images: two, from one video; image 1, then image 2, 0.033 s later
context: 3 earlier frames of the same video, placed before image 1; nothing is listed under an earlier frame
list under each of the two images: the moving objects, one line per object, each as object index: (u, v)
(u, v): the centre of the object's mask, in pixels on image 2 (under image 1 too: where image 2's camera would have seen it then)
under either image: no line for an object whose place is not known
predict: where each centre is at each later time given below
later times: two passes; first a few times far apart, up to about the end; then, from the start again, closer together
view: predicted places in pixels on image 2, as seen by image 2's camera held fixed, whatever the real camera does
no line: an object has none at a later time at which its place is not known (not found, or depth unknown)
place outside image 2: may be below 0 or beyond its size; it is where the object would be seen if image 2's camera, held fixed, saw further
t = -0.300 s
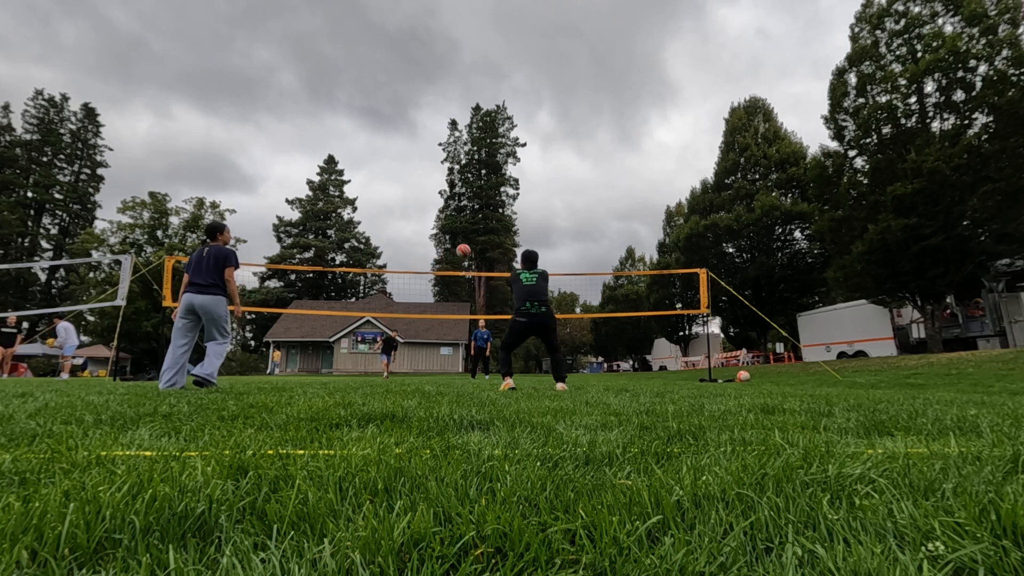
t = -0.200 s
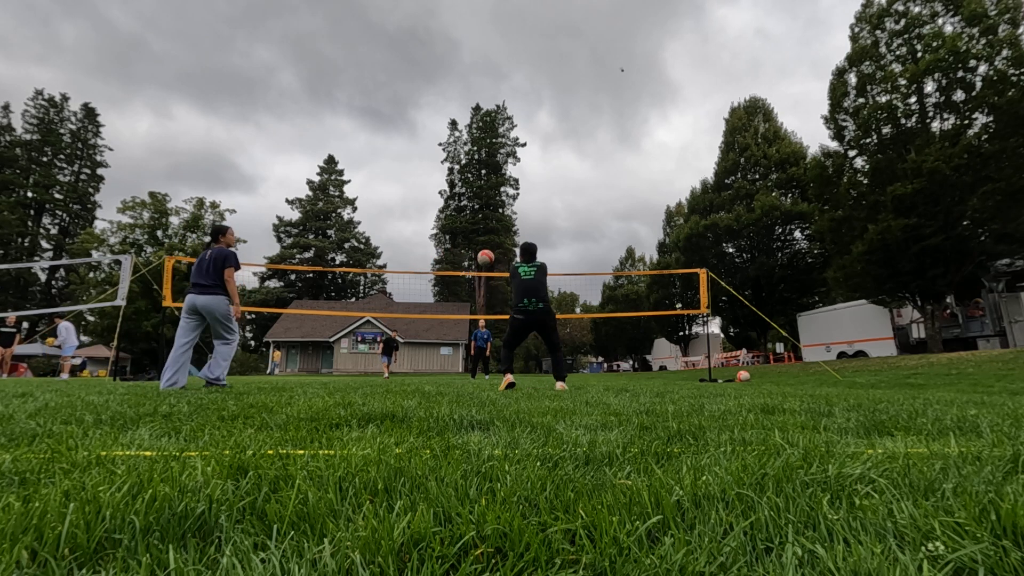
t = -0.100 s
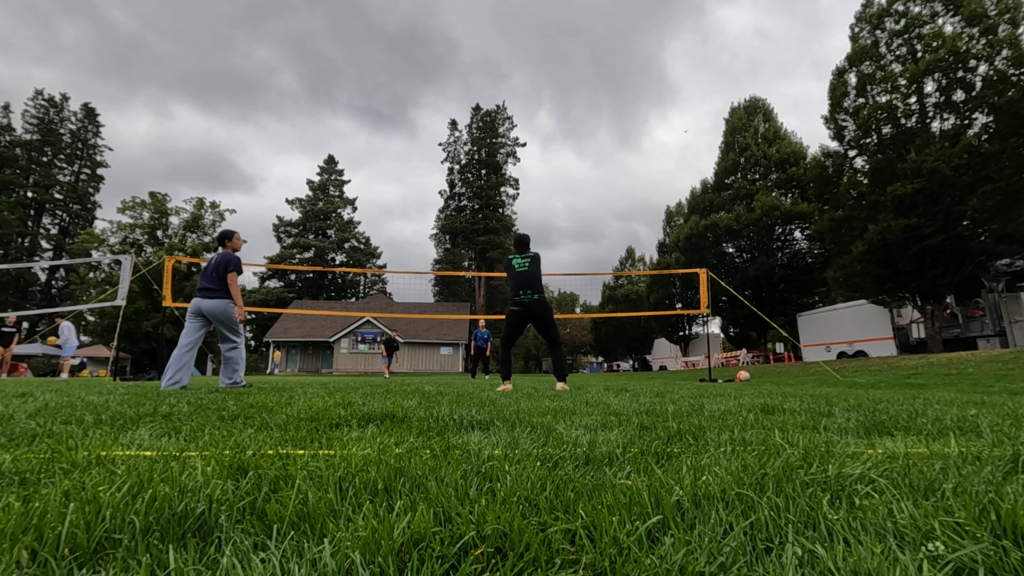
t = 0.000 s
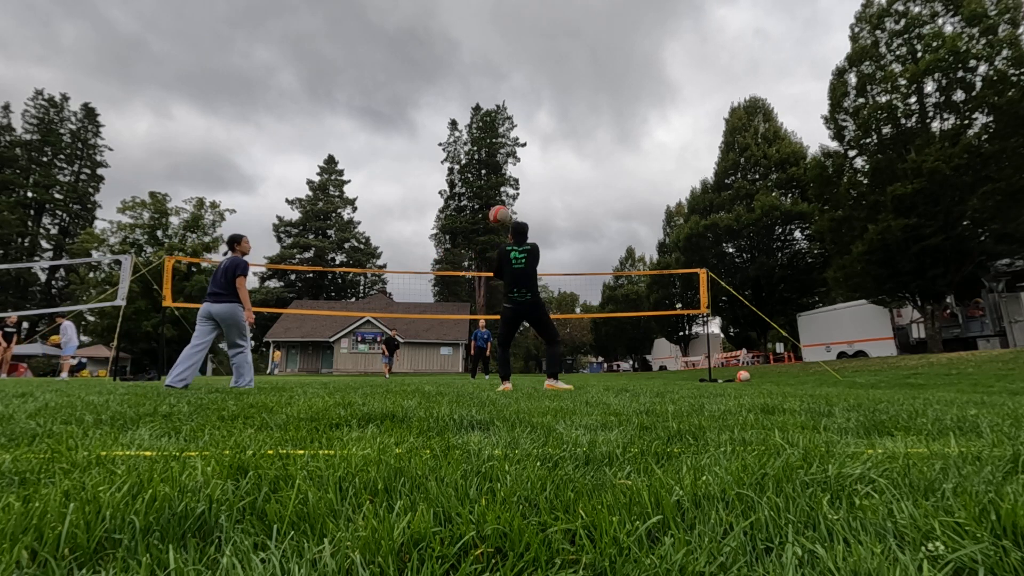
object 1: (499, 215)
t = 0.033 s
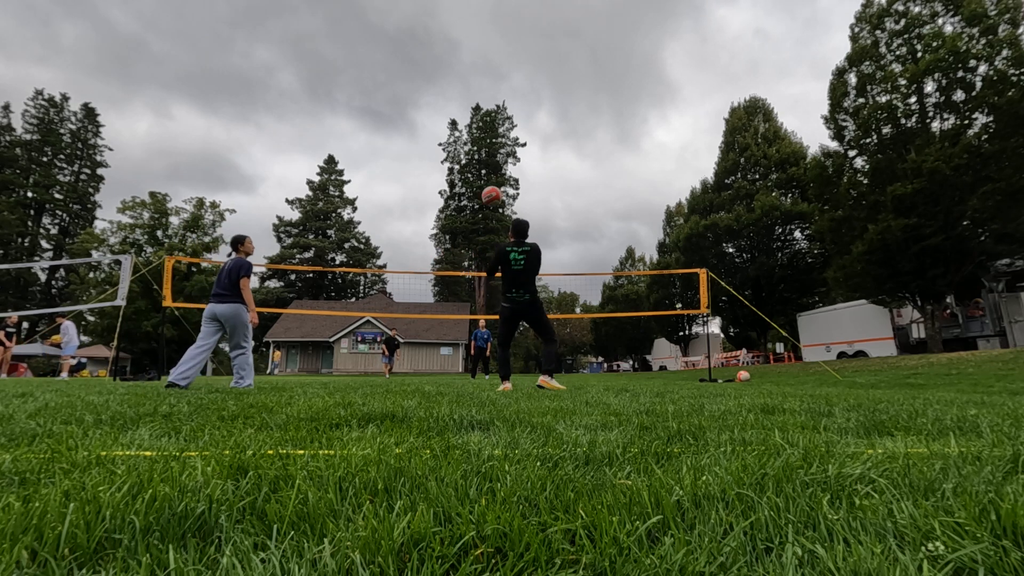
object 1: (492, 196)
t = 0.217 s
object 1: (454, 111)
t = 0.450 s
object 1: (410, 49)
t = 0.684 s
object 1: (368, 29)
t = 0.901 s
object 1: (328, 46)
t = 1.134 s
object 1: (282, 103)
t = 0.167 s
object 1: (464, 131)
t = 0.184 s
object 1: (461, 124)
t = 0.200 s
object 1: (457, 118)
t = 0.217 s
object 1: (454, 111)
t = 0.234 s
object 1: (451, 105)
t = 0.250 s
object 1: (447, 100)
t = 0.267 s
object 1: (444, 94)
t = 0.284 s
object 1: (441, 89)
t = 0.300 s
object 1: (438, 84)
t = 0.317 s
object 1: (435, 79)
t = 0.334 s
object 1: (431, 74)
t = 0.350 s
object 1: (428, 70)
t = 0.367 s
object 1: (425, 66)
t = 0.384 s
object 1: (422, 62)
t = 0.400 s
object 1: (419, 59)
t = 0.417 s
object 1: (416, 56)
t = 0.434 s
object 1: (413, 52)
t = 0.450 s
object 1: (410, 49)
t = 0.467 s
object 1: (407, 46)
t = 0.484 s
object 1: (404, 44)
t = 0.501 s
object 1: (401, 41)
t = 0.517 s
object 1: (398, 39)
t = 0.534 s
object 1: (395, 37)
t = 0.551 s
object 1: (392, 36)
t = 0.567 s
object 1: (389, 34)
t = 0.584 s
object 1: (386, 33)
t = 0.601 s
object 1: (383, 32)
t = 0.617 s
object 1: (380, 31)
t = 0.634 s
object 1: (377, 30)
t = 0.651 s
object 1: (374, 30)
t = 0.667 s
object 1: (371, 30)
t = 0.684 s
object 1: (368, 29)
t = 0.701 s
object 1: (364, 30)
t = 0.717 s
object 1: (362, 30)
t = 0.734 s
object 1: (358, 30)
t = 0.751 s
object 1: (355, 31)
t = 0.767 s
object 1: (352, 32)
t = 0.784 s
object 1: (349, 33)
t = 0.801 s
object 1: (346, 35)
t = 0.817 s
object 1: (343, 36)
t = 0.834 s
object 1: (340, 38)
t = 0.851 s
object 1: (337, 40)
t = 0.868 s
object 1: (334, 41)
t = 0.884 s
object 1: (331, 44)
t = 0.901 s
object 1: (328, 46)
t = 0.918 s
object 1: (324, 49)
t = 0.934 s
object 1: (321, 52)
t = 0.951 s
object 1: (318, 55)
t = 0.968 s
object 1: (315, 59)
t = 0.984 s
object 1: (311, 62)
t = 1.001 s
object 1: (308, 66)
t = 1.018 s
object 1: (305, 70)
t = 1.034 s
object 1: (302, 74)
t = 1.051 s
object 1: (298, 78)
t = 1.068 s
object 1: (295, 82)
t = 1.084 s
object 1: (292, 87)
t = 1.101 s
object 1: (288, 92)
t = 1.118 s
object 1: (285, 97)
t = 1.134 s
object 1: (282, 103)
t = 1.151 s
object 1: (278, 108)
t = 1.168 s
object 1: (275, 114)
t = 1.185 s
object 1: (271, 120)
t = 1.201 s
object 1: (268, 126)
